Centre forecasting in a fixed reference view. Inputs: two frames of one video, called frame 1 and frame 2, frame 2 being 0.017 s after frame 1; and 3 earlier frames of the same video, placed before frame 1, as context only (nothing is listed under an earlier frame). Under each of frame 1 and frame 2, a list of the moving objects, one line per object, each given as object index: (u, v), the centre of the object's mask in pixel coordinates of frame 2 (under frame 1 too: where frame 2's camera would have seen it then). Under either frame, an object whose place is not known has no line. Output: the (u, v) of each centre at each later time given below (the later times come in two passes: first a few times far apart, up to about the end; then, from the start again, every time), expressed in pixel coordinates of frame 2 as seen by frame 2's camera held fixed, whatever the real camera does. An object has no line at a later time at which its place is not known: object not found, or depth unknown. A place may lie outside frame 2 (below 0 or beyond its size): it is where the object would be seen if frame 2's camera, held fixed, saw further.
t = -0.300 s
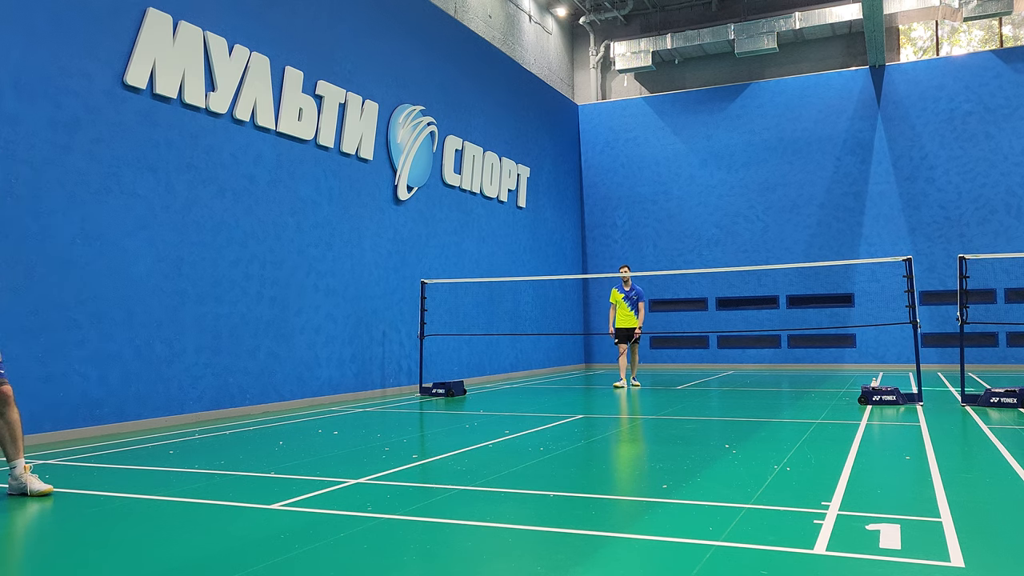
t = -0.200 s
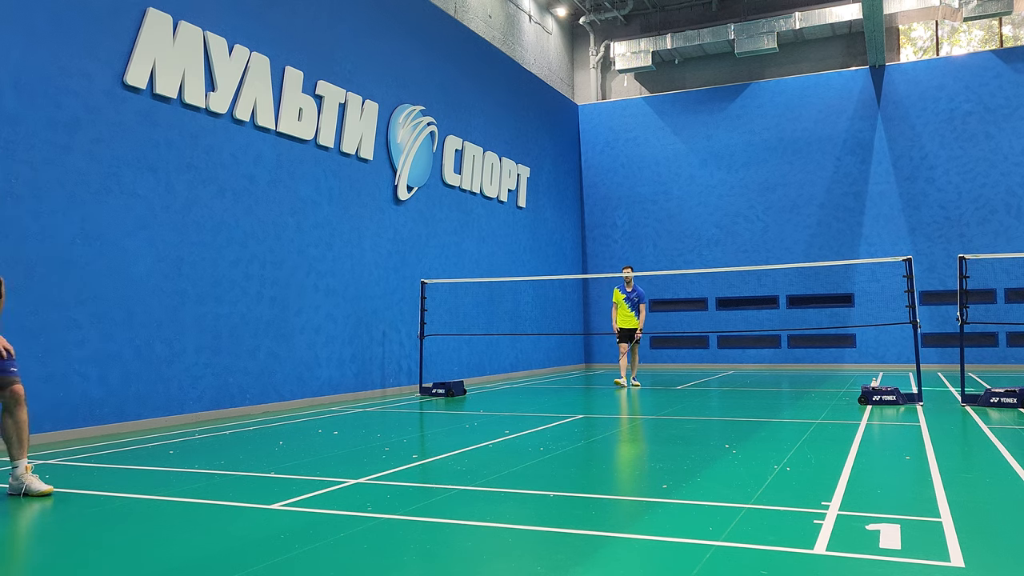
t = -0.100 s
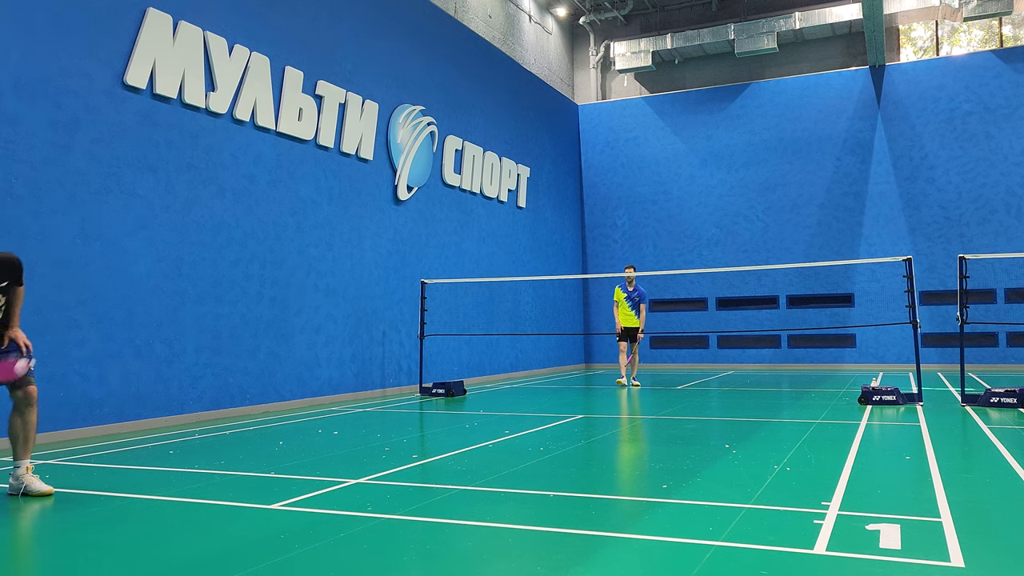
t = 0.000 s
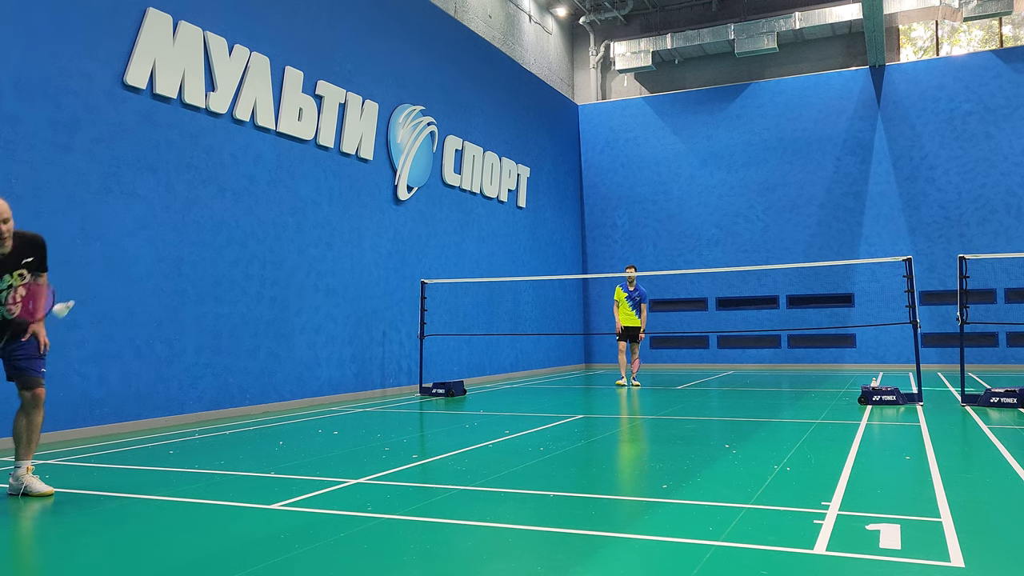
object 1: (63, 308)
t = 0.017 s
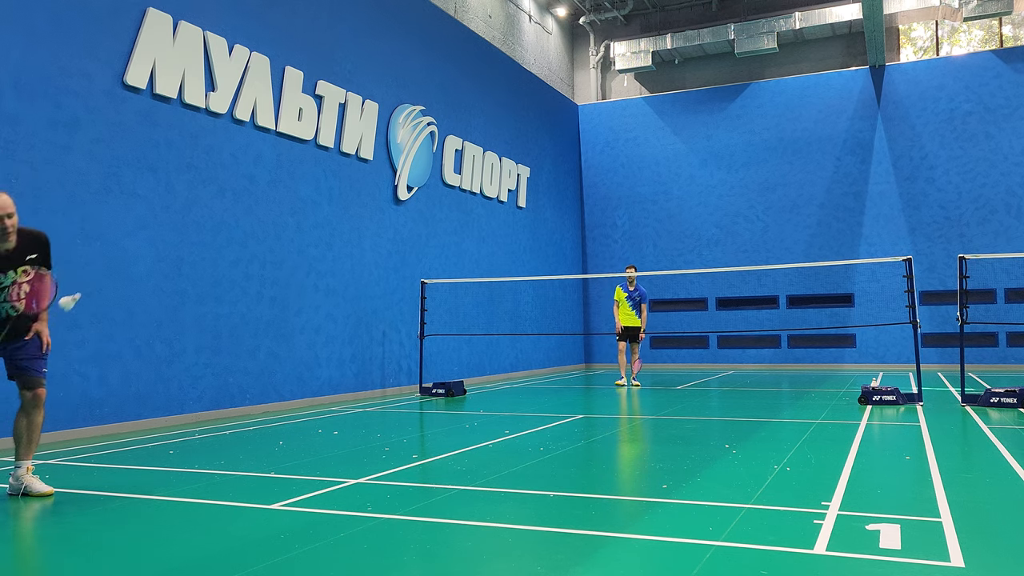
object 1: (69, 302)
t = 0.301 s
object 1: (168, 264)
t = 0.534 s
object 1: (243, 347)
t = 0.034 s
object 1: (75, 295)
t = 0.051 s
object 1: (81, 289)
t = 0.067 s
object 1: (87, 283)
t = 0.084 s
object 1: (93, 278)
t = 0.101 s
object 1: (100, 274)
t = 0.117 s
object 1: (106, 270)
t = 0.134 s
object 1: (111, 267)
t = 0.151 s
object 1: (117, 264)
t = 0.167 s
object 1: (123, 262)
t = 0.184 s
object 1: (128, 260)
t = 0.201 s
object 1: (134, 259)
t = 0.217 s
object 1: (140, 259)
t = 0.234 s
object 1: (145, 259)
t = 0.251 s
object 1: (150, 259)
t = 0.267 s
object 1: (156, 260)
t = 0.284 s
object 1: (162, 262)
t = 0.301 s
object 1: (168, 264)
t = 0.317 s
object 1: (173, 267)
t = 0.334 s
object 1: (179, 270)
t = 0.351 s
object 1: (184, 274)
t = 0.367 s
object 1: (189, 278)
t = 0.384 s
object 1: (195, 283)
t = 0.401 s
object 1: (200, 288)
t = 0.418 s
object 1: (206, 294)
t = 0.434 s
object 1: (211, 300)
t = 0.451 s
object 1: (216, 307)
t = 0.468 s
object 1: (222, 314)
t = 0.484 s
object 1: (227, 321)
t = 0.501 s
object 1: (233, 329)
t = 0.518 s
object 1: (238, 338)
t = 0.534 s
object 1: (243, 347)
